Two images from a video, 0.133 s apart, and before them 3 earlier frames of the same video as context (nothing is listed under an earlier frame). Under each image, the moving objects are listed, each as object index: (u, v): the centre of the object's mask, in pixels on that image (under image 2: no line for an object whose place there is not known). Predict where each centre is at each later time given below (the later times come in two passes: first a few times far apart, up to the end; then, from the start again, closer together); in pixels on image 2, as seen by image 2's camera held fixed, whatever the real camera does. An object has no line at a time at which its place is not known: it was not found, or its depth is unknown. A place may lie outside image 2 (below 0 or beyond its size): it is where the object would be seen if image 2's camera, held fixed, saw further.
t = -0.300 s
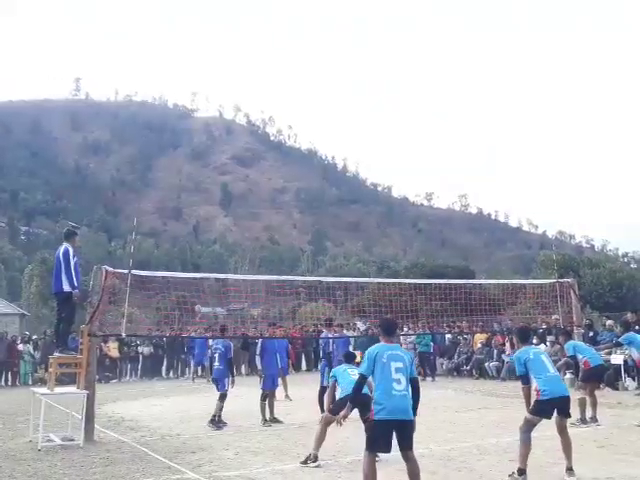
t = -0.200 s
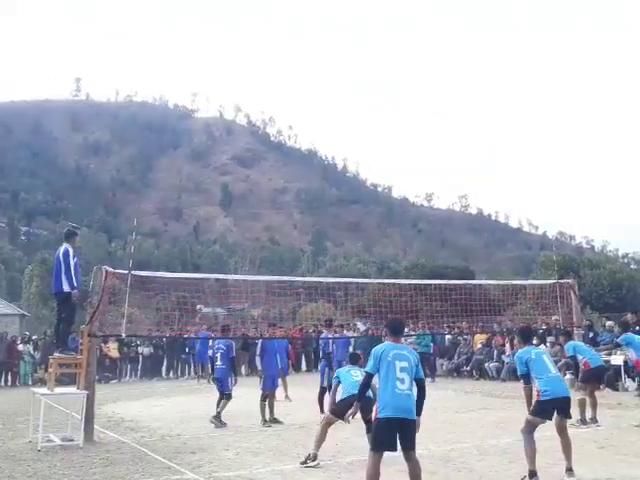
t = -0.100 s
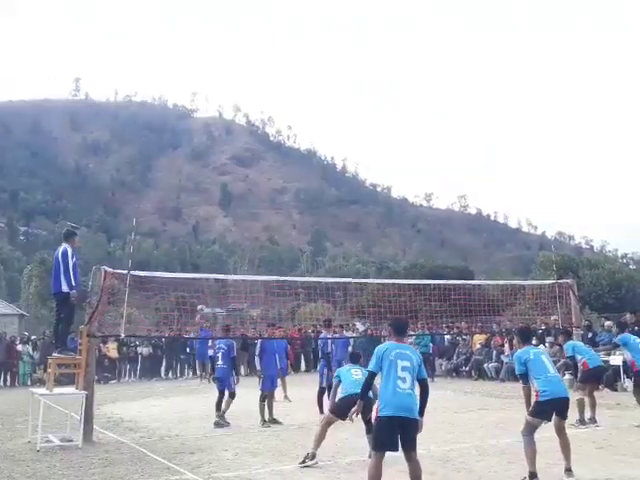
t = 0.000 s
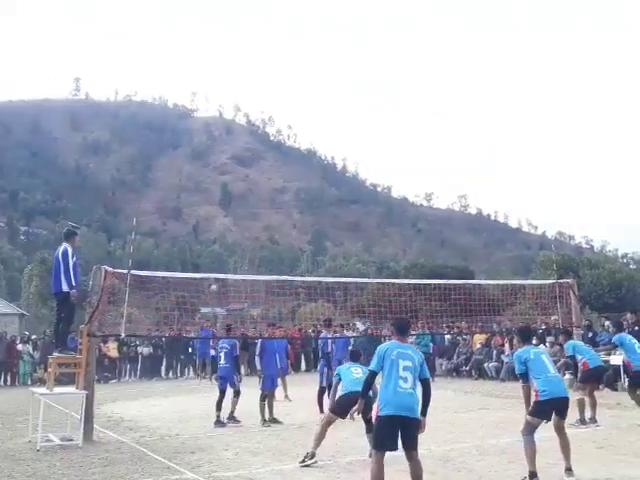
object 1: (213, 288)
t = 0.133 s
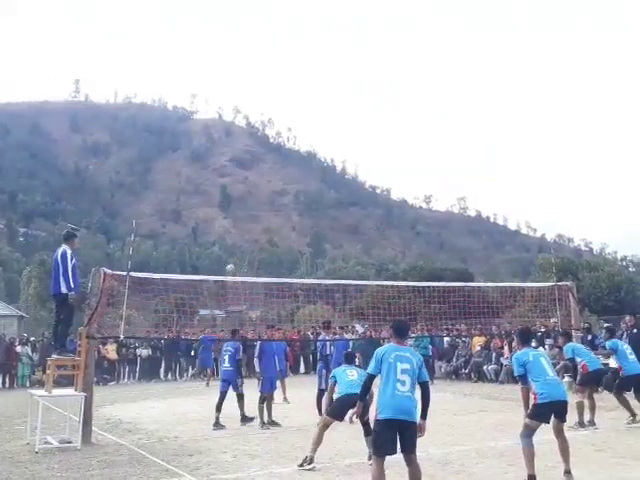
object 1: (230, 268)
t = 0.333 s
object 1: (256, 242)
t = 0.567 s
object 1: (295, 229)
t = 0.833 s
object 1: (353, 246)
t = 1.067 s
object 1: (427, 323)
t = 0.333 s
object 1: (256, 242)
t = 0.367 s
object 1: (261, 239)
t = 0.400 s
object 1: (267, 236)
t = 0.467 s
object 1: (277, 231)
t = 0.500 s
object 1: (283, 229)
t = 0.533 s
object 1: (289, 229)
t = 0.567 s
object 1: (295, 229)
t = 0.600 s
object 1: (301, 228)
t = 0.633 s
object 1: (308, 229)
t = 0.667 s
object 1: (314, 230)
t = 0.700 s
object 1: (321, 232)
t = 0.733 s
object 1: (328, 234)
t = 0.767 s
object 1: (336, 240)
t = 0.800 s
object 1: (344, 242)
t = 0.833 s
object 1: (353, 246)
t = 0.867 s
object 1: (361, 254)
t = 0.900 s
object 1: (371, 262)
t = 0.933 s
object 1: (380, 271)
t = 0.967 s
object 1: (390, 280)
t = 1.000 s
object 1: (403, 294)
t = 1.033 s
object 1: (415, 308)
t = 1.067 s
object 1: (427, 323)
